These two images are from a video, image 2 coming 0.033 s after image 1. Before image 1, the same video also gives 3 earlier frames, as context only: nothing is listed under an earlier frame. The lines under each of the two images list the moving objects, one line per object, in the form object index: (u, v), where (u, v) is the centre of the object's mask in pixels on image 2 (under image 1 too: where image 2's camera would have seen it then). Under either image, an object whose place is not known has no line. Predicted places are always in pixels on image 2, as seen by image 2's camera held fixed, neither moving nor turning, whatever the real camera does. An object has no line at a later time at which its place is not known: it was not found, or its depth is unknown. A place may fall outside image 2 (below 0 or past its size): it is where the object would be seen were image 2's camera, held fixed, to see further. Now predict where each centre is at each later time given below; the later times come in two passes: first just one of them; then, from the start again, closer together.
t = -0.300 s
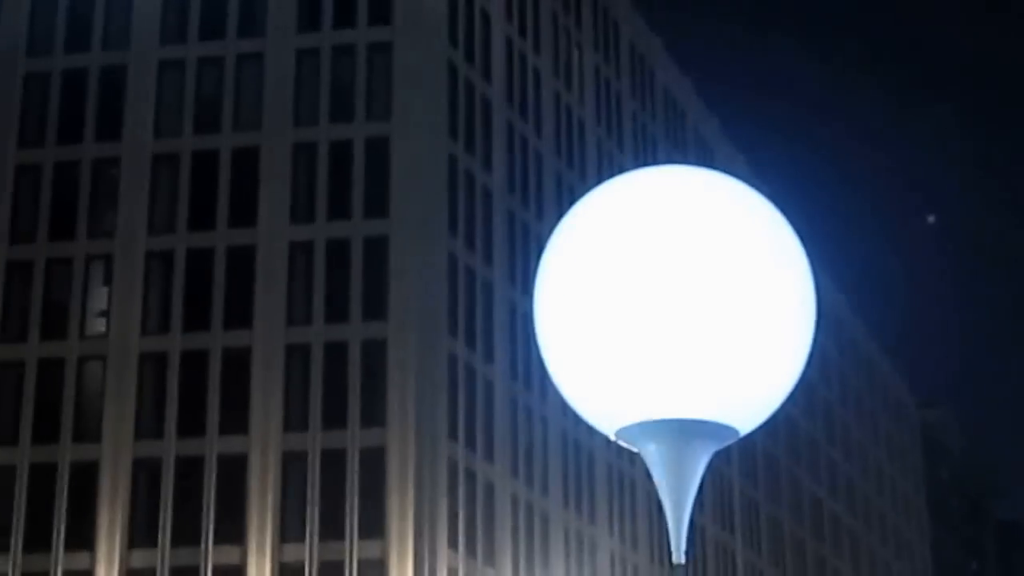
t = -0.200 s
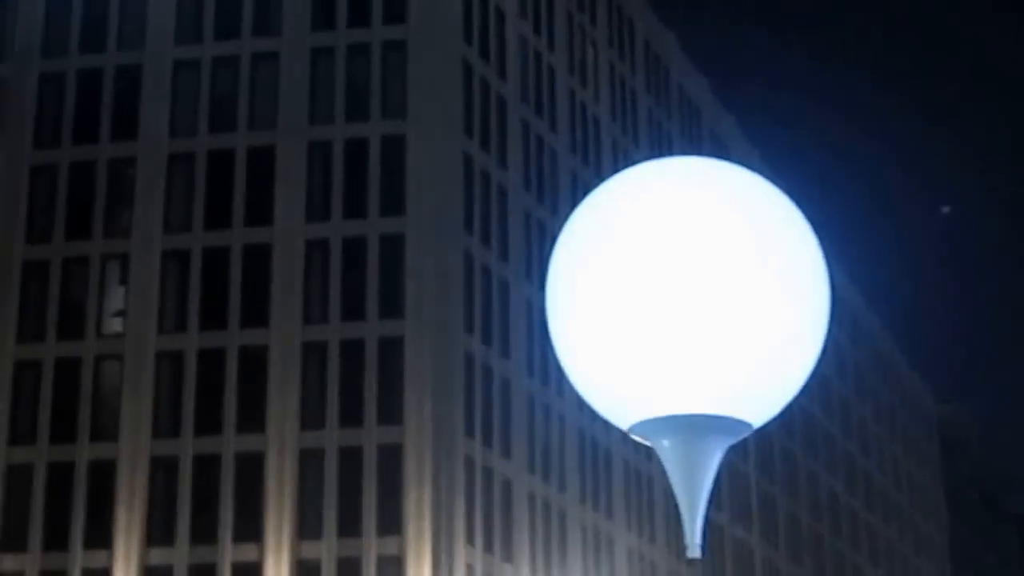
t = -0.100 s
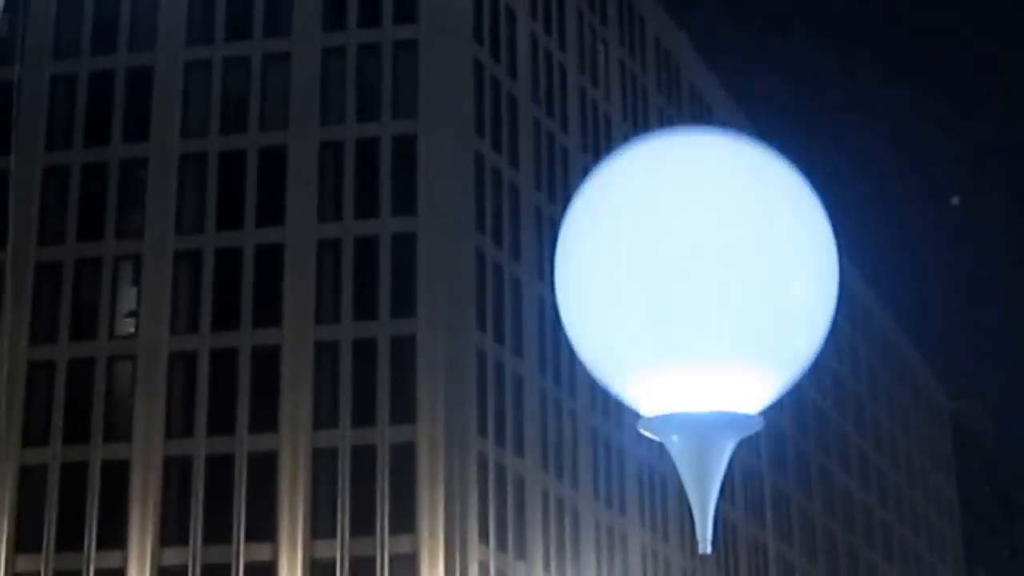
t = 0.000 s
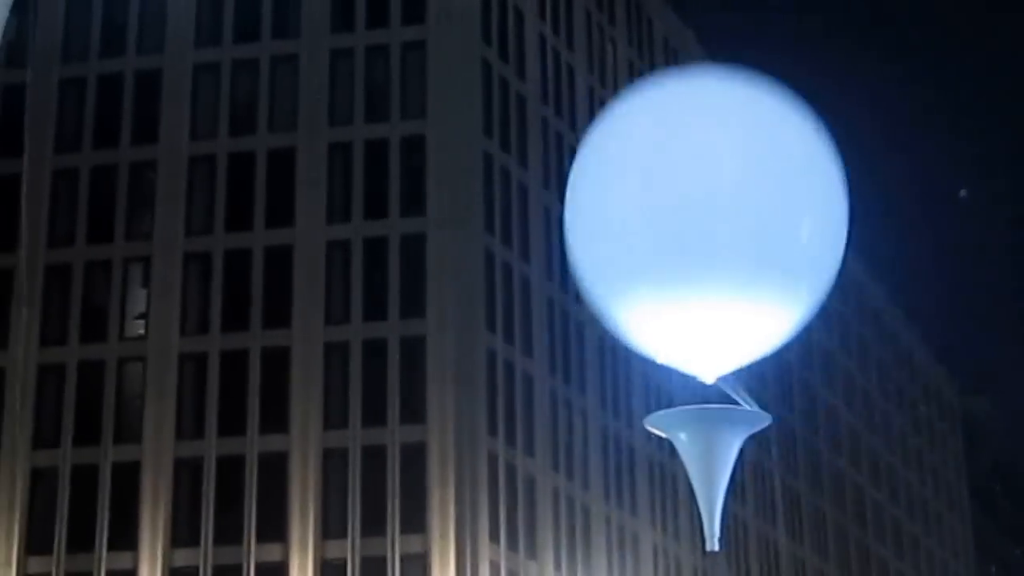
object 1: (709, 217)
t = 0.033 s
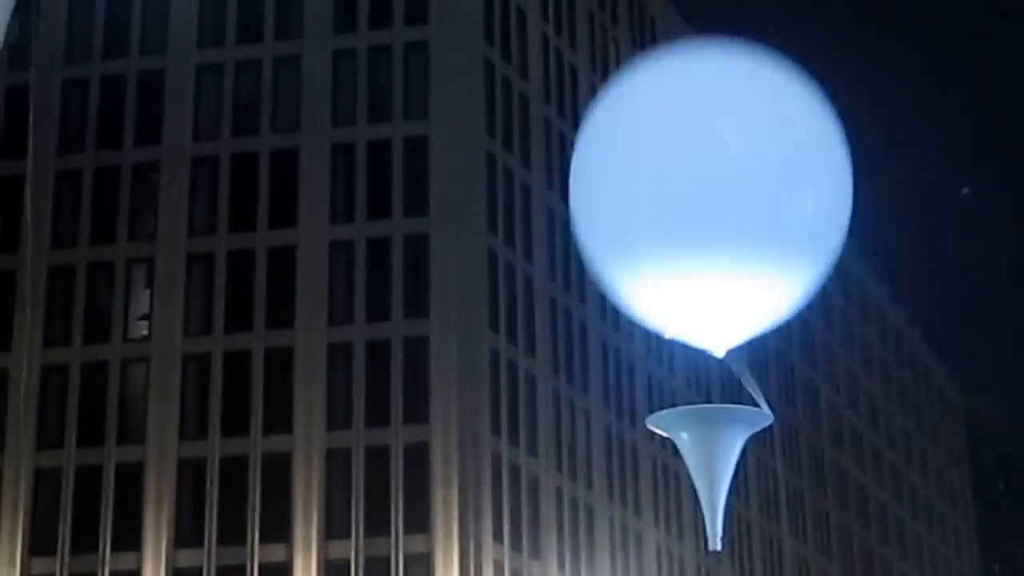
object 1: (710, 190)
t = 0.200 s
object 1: (728, 69)
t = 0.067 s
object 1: (713, 160)
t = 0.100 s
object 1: (716, 134)
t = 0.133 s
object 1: (720, 112)
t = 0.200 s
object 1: (728, 69)
